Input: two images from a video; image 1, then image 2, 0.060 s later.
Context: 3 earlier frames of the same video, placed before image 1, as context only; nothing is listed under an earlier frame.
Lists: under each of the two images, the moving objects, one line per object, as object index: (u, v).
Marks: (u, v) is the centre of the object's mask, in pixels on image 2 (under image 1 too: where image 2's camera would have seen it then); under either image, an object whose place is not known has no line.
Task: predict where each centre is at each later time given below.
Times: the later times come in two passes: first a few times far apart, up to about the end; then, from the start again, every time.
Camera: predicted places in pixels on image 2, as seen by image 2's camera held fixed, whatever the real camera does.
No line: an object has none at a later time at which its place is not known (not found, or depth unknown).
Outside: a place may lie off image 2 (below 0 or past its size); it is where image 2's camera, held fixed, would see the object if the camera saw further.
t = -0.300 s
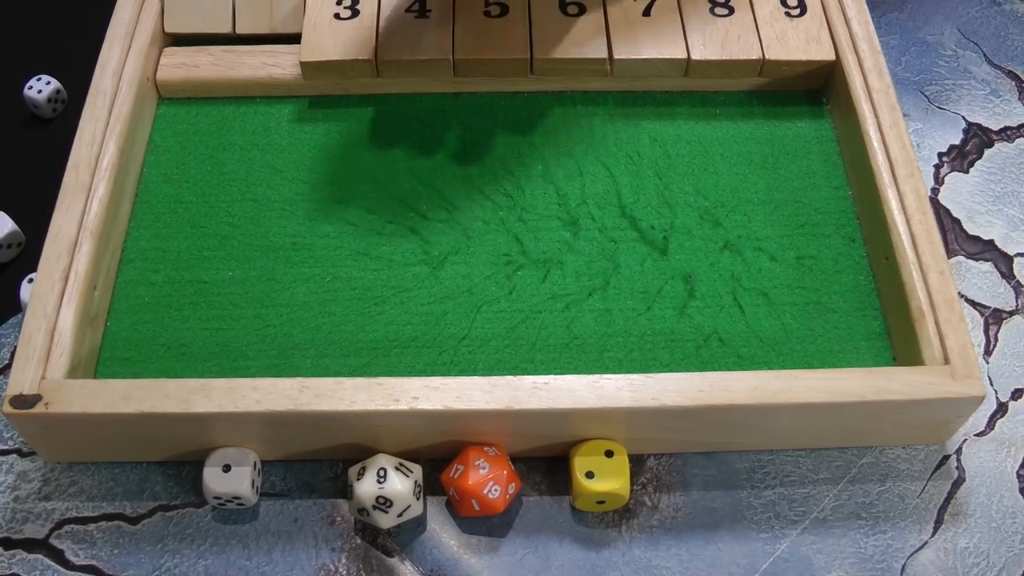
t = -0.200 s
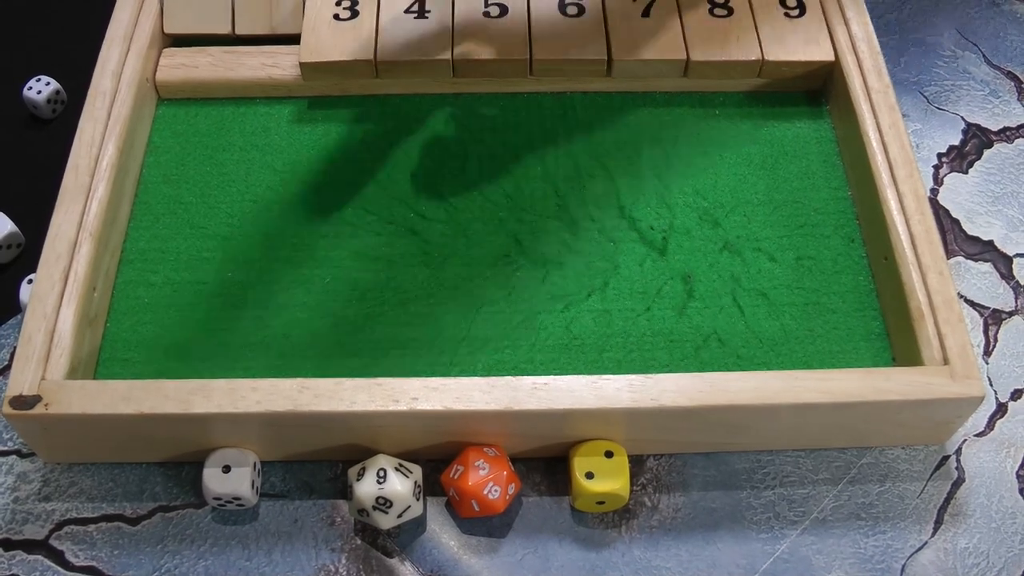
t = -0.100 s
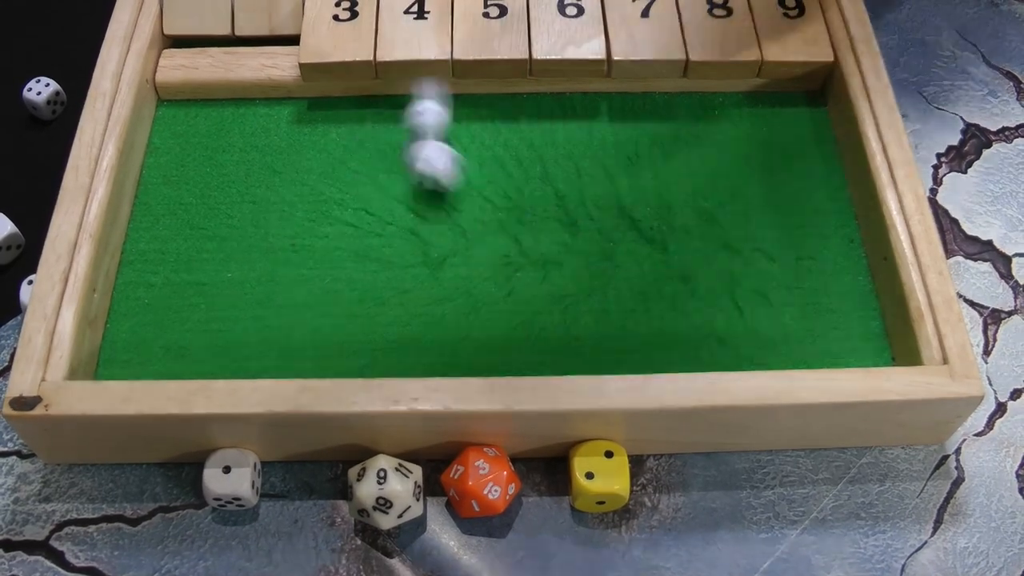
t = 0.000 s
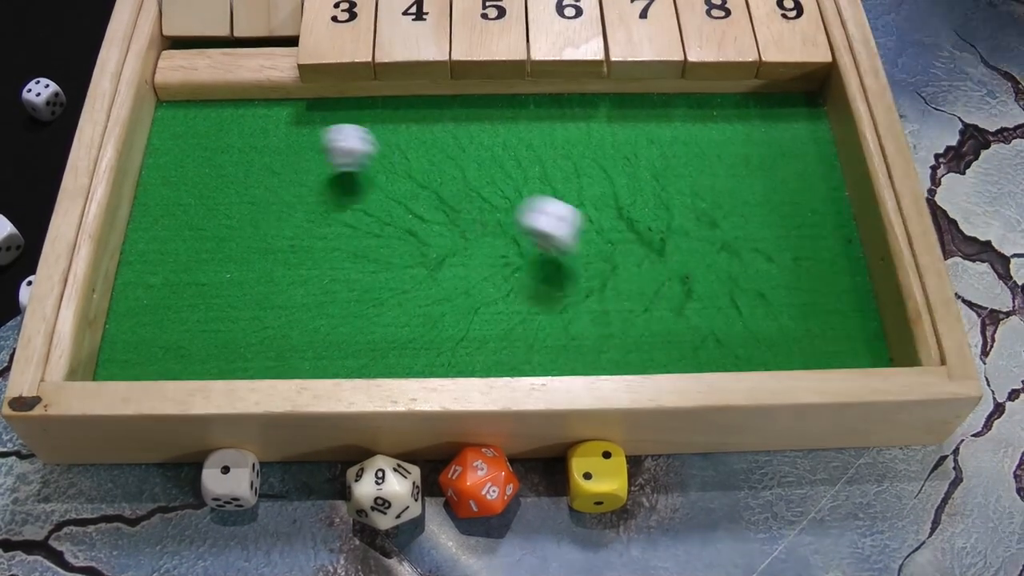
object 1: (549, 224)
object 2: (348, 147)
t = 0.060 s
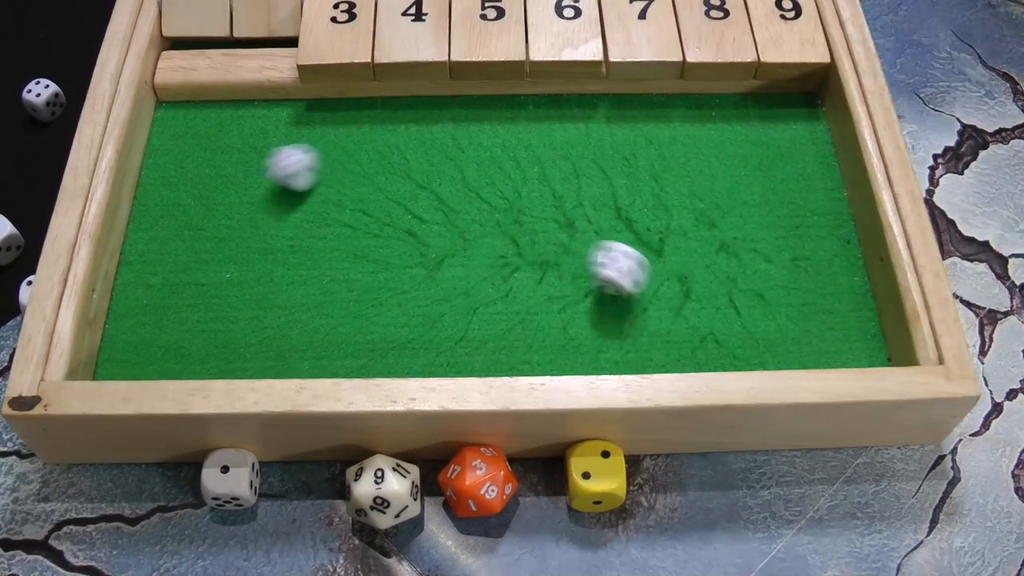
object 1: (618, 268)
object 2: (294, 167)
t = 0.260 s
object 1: (742, 330)
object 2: (185, 203)
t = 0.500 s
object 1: (755, 326)
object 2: (203, 205)
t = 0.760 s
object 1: (756, 326)
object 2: (202, 205)
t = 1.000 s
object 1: (756, 326)
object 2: (202, 205)
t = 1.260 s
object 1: (756, 326)
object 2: (202, 205)
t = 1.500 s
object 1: (756, 326)
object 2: (202, 205)
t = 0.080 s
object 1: (633, 278)
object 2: (276, 173)
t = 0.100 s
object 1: (652, 293)
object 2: (258, 182)
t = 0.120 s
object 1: (666, 297)
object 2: (246, 187)
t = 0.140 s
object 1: (684, 306)
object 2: (233, 197)
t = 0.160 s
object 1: (697, 313)
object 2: (222, 201)
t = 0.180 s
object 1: (707, 320)
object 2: (214, 202)
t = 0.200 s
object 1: (720, 329)
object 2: (203, 203)
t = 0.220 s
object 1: (729, 330)
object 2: (194, 204)
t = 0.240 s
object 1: (736, 330)
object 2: (188, 203)
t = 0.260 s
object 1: (742, 330)
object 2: (185, 203)
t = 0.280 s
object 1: (753, 330)
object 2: (183, 204)
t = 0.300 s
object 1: (761, 330)
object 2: (182, 205)
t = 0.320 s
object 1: (765, 330)
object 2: (183, 205)
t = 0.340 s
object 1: (765, 329)
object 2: (185, 205)
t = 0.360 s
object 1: (764, 327)
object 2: (188, 205)
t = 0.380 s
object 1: (759, 325)
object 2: (193, 206)
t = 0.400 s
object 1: (754, 323)
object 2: (199, 205)
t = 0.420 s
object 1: (753, 324)
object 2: (202, 205)
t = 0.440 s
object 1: (756, 326)
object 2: (203, 205)
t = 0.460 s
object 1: (758, 326)
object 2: (201, 205)
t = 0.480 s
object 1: (756, 325)
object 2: (201, 205)
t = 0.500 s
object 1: (755, 326)
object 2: (203, 205)
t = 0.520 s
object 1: (756, 326)
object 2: (202, 205)
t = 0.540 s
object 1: (756, 326)
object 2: (202, 205)
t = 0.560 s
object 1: (756, 326)
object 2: (202, 205)
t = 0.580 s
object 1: (756, 326)
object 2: (202, 205)
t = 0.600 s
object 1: (756, 326)
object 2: (202, 205)
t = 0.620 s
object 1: (756, 326)
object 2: (202, 205)
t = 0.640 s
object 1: (756, 326)
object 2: (202, 205)
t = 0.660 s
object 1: (756, 326)
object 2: (202, 205)
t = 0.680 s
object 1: (756, 326)
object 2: (202, 205)
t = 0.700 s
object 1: (756, 326)
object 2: (202, 205)
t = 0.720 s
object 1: (756, 326)
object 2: (202, 205)
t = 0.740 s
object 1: (756, 326)
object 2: (202, 205)
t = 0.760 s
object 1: (756, 326)
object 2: (202, 205)
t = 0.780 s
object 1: (756, 326)
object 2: (202, 205)
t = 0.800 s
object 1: (756, 326)
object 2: (202, 205)
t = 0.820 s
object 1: (756, 326)
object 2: (202, 205)
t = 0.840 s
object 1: (756, 326)
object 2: (202, 205)
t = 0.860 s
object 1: (756, 326)
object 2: (202, 206)
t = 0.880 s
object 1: (756, 326)
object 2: (202, 206)
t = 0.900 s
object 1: (756, 326)
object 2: (202, 205)
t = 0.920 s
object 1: (756, 326)
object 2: (202, 205)
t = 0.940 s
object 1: (756, 326)
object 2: (202, 205)
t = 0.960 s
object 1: (756, 326)
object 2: (202, 206)
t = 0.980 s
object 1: (756, 326)
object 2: (202, 205)
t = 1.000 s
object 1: (756, 326)
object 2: (202, 205)
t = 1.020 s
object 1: (756, 326)
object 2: (202, 205)
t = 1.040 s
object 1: (756, 326)
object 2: (202, 205)
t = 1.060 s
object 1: (756, 326)
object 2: (202, 205)
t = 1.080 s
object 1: (756, 326)
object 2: (202, 205)
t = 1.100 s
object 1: (756, 326)
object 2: (202, 205)
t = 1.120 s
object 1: (756, 326)
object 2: (202, 205)
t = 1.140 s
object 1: (756, 326)
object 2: (202, 205)
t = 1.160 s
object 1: (756, 326)
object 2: (202, 205)
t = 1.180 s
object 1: (756, 326)
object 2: (202, 205)
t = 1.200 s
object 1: (756, 326)
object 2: (202, 205)
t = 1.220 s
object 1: (756, 326)
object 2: (202, 205)
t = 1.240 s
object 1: (756, 326)
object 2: (202, 205)
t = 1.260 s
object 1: (756, 326)
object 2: (202, 205)
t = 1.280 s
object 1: (756, 326)
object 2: (202, 205)
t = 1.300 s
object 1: (756, 326)
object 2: (202, 205)
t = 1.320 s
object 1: (756, 326)
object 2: (202, 205)
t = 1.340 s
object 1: (756, 326)
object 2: (202, 205)
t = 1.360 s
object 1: (756, 326)
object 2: (202, 205)
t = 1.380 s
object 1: (756, 326)
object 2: (202, 205)
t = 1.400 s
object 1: (756, 326)
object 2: (202, 205)
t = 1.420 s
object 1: (756, 326)
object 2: (202, 205)
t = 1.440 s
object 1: (756, 326)
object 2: (202, 206)
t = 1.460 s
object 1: (756, 326)
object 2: (202, 206)
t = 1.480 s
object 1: (756, 326)
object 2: (202, 205)
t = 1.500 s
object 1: (756, 326)
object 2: (202, 205)
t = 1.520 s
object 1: (756, 326)
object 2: (202, 205)
